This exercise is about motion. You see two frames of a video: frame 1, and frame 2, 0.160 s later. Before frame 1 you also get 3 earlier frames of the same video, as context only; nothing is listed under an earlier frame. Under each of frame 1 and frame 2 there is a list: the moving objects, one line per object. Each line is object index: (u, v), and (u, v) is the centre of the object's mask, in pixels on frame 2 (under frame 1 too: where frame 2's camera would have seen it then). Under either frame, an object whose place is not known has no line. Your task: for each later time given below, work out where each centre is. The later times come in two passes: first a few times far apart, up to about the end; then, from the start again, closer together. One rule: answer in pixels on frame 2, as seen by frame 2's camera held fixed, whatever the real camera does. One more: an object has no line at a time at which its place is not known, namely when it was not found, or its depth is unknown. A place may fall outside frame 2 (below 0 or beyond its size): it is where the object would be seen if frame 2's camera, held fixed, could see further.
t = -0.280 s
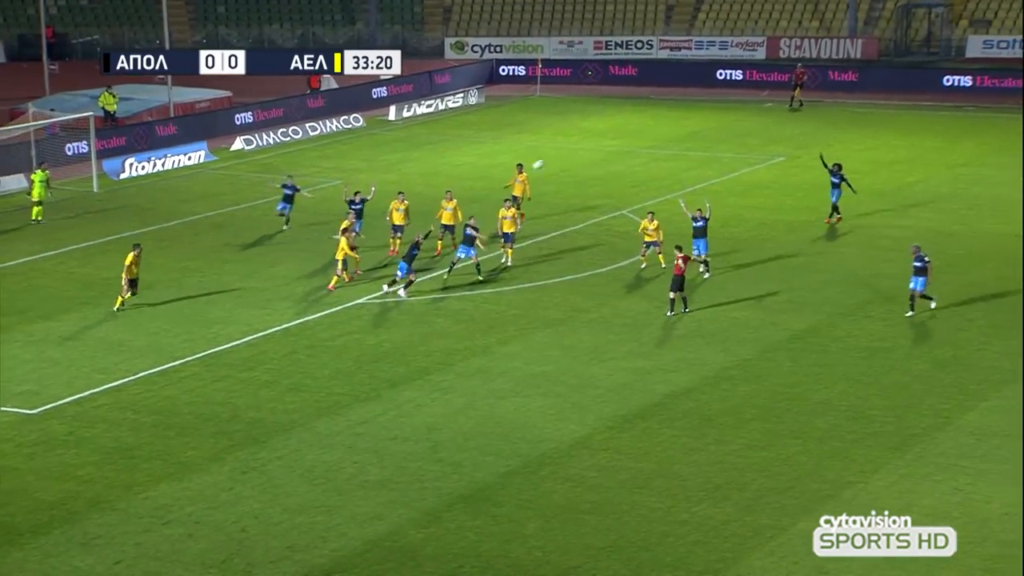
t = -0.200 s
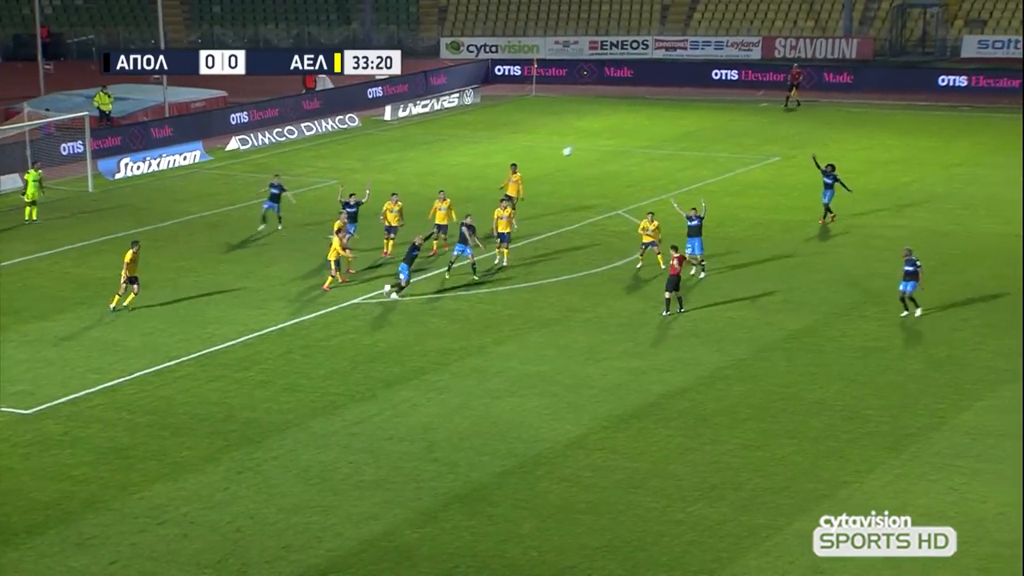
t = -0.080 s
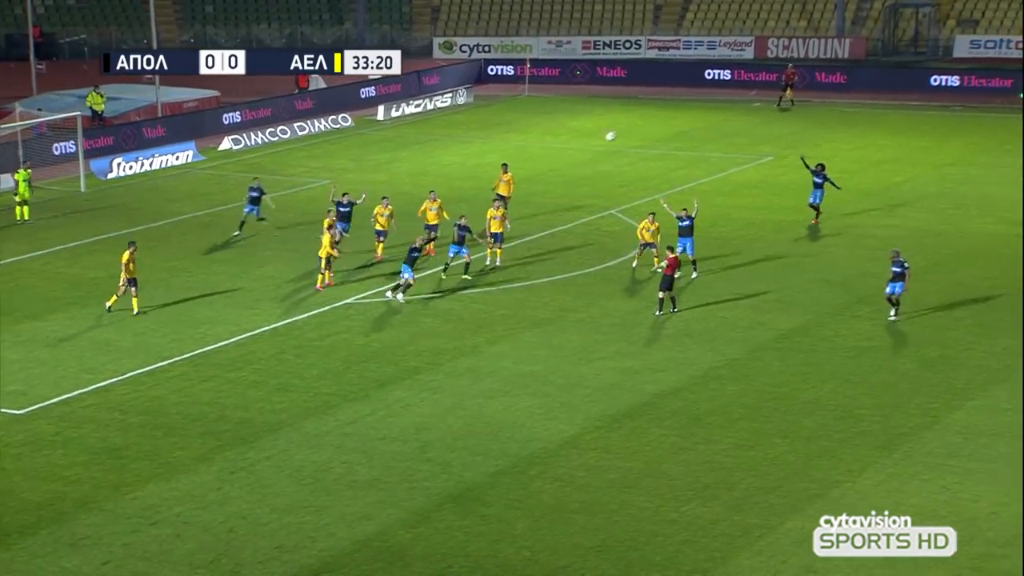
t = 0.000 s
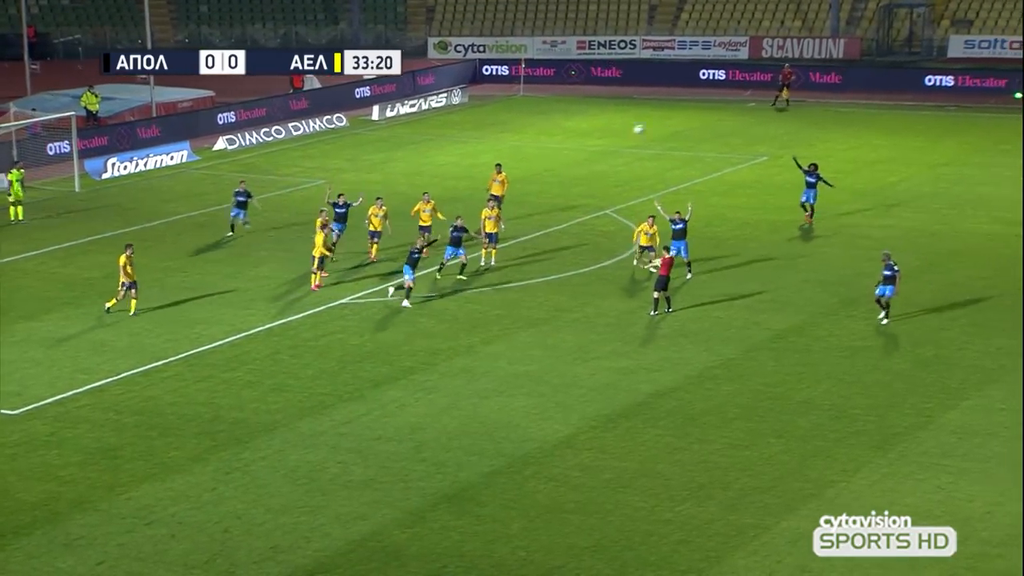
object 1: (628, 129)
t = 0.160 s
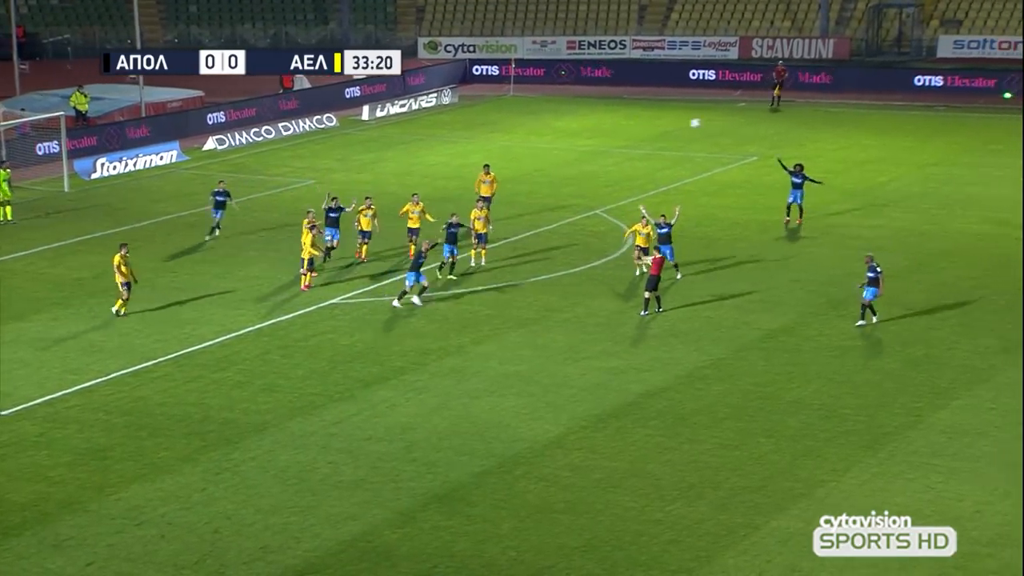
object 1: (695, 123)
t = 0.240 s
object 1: (728, 124)
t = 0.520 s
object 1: (845, 149)
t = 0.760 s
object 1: (948, 201)
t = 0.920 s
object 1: (1017, 253)
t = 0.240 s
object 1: (728, 124)
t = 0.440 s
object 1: (811, 138)
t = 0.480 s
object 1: (829, 143)
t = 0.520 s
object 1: (845, 149)
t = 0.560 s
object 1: (862, 156)
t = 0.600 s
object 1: (879, 163)
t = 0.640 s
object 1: (896, 172)
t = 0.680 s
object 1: (914, 181)
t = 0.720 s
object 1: (930, 191)
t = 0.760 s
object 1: (948, 201)
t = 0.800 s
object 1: (965, 213)
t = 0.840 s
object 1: (982, 226)
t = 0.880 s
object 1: (1000, 239)
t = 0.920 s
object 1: (1017, 253)
